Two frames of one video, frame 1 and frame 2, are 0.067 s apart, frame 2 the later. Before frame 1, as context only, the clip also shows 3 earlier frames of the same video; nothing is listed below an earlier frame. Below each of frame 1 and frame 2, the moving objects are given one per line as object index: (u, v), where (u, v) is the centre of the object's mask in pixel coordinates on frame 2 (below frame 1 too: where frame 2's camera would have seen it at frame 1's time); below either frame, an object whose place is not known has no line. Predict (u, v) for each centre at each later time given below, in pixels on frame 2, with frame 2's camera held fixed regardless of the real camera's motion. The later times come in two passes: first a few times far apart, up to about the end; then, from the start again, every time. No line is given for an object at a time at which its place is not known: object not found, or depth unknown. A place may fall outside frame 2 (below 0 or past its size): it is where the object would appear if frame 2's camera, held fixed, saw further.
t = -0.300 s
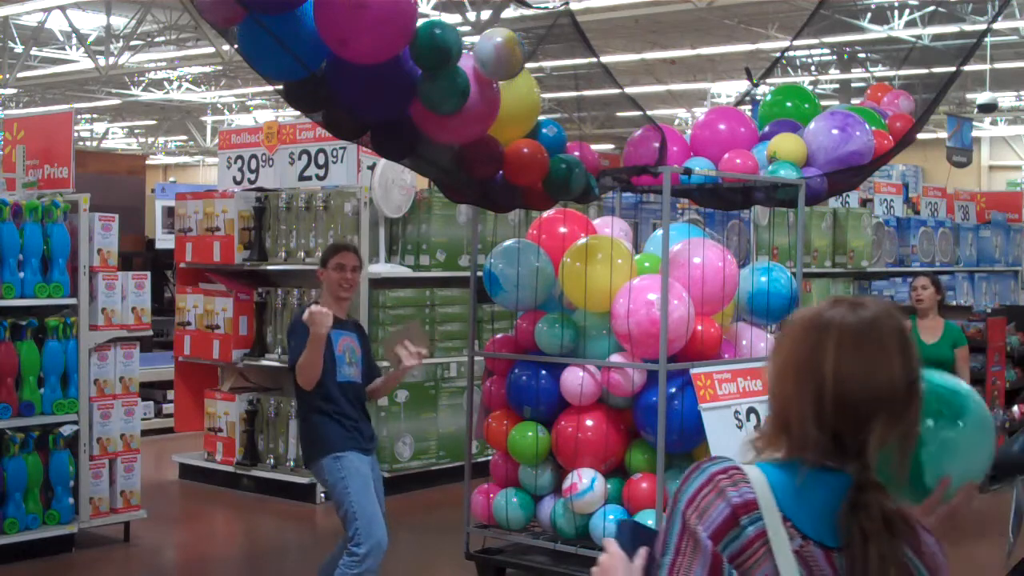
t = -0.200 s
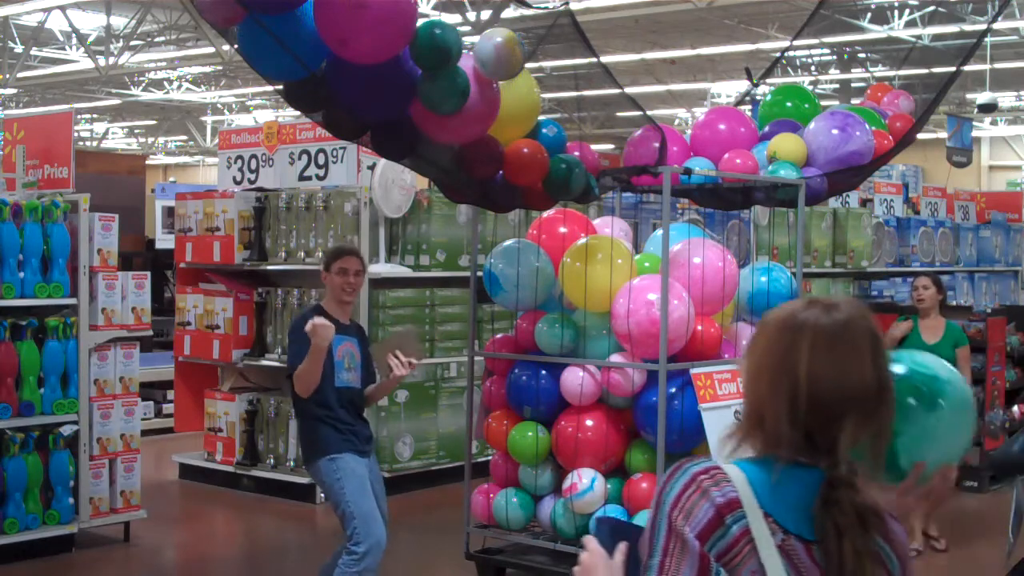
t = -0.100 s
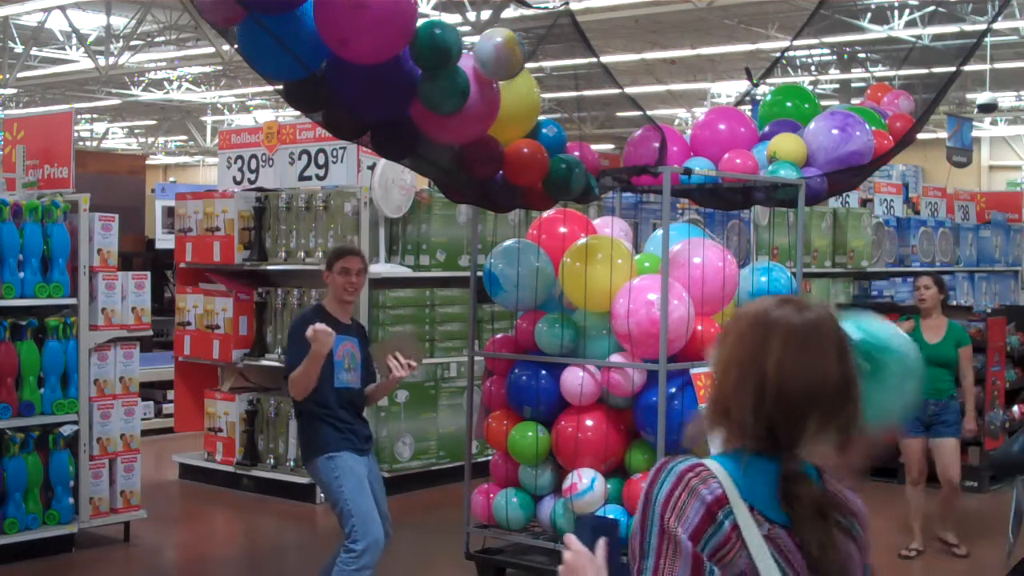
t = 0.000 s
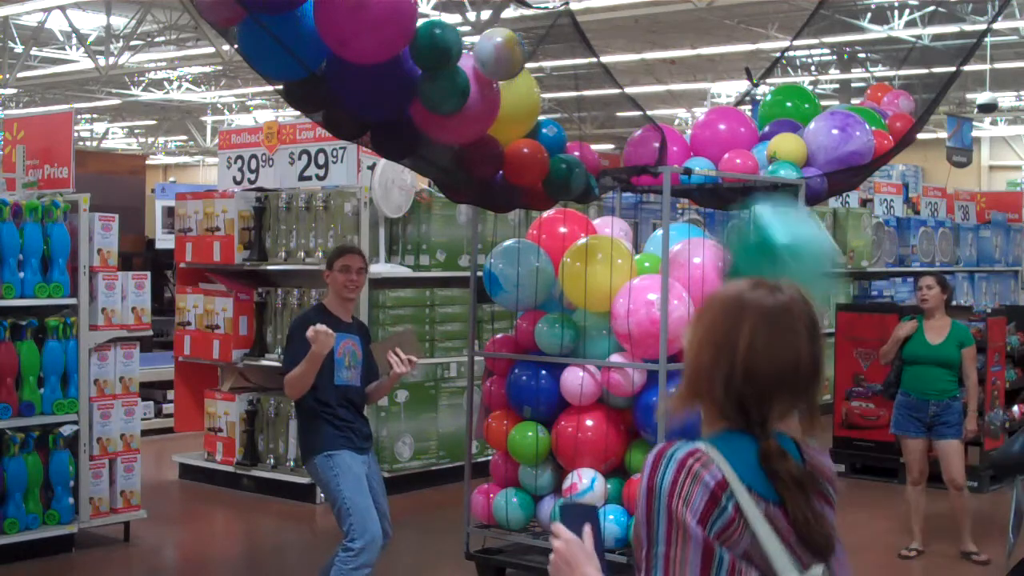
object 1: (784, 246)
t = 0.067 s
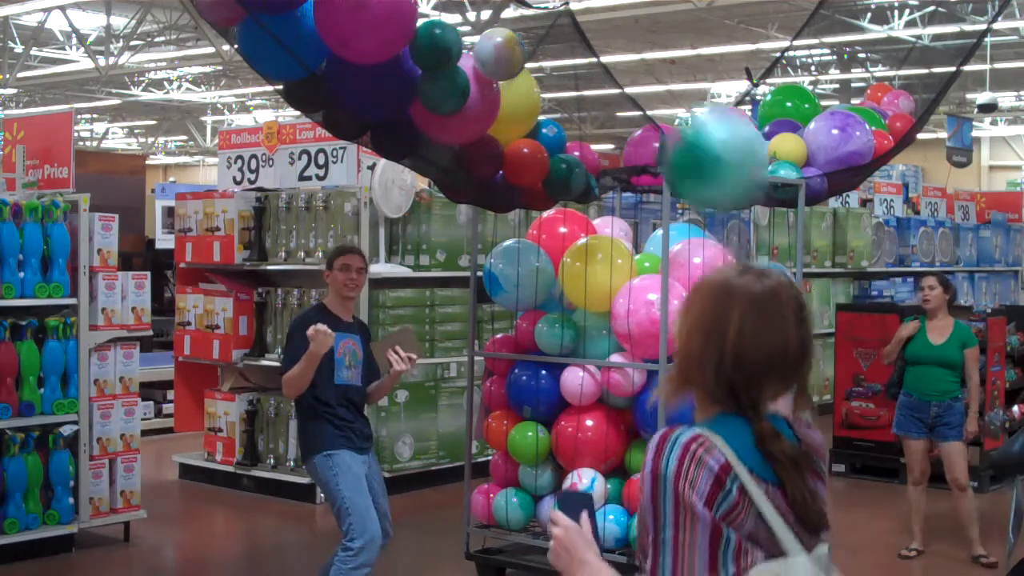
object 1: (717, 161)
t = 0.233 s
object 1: (605, 49)
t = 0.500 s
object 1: (505, 97)
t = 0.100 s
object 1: (685, 116)
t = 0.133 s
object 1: (661, 91)
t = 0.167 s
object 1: (640, 69)
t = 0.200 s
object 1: (622, 58)
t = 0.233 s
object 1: (605, 49)
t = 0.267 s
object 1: (590, 46)
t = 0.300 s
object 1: (576, 46)
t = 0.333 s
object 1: (563, 49)
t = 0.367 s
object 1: (551, 53)
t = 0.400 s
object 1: (538, 60)
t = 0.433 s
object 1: (526, 71)
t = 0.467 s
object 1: (514, 83)
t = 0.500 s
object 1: (505, 97)
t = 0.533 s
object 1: (494, 115)
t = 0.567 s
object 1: (485, 134)
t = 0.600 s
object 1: (477, 154)
